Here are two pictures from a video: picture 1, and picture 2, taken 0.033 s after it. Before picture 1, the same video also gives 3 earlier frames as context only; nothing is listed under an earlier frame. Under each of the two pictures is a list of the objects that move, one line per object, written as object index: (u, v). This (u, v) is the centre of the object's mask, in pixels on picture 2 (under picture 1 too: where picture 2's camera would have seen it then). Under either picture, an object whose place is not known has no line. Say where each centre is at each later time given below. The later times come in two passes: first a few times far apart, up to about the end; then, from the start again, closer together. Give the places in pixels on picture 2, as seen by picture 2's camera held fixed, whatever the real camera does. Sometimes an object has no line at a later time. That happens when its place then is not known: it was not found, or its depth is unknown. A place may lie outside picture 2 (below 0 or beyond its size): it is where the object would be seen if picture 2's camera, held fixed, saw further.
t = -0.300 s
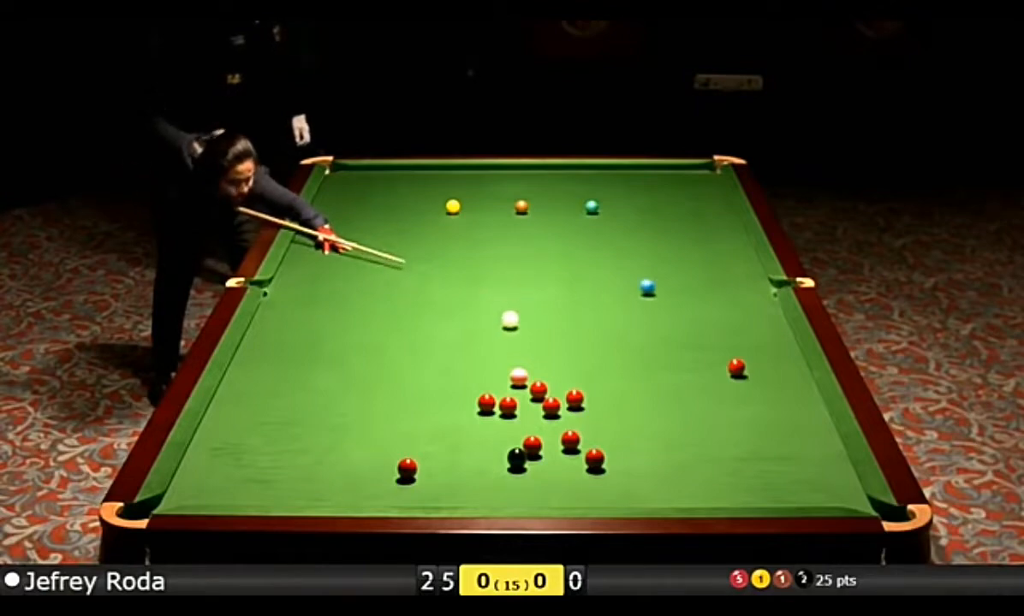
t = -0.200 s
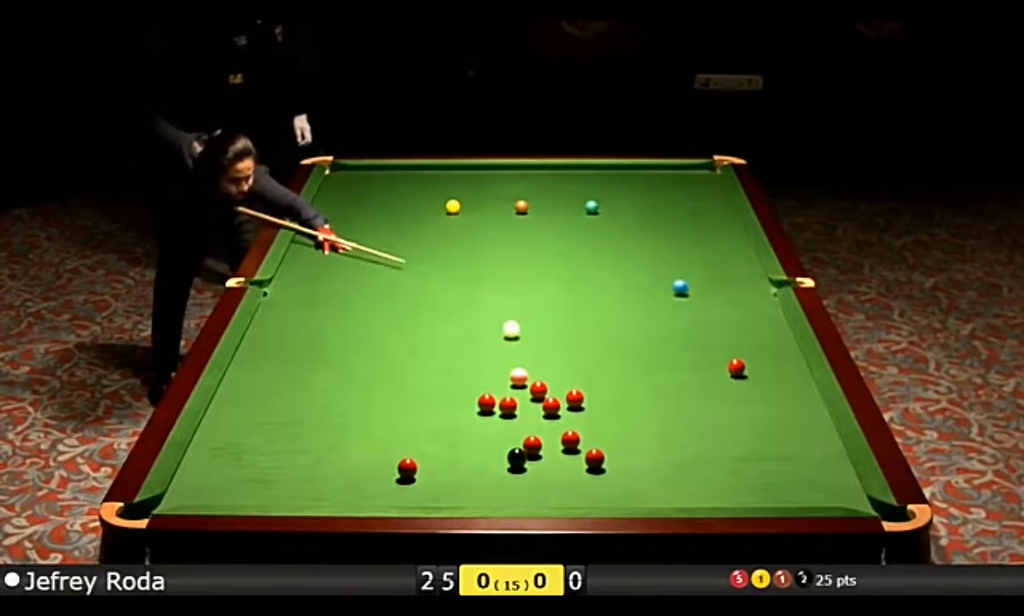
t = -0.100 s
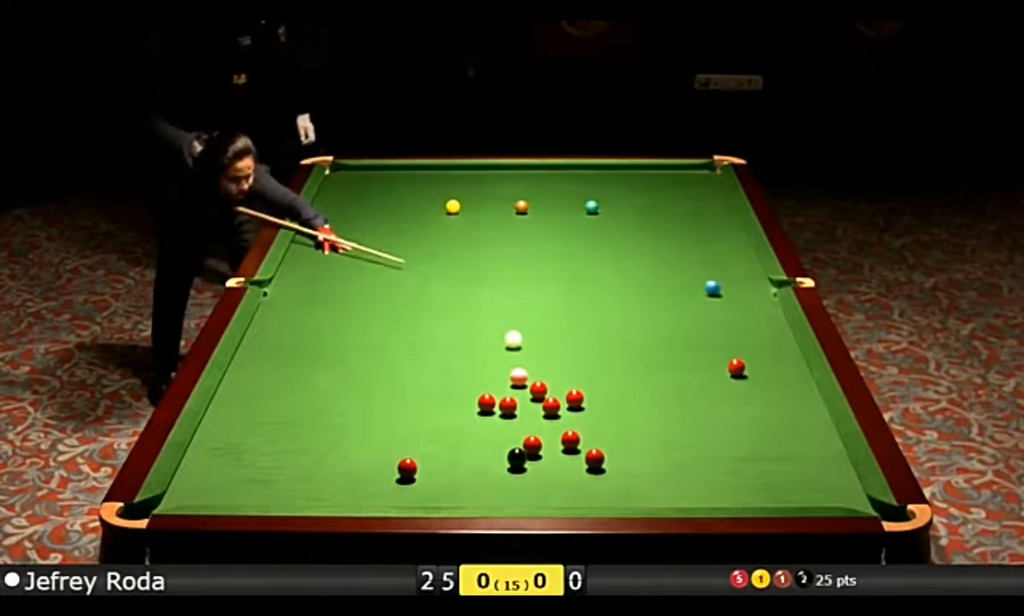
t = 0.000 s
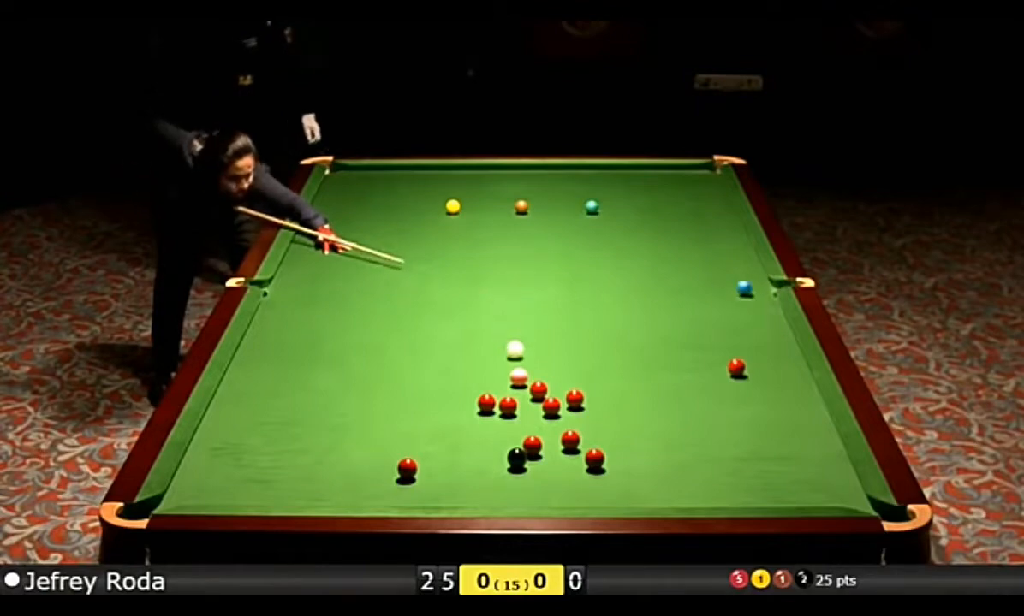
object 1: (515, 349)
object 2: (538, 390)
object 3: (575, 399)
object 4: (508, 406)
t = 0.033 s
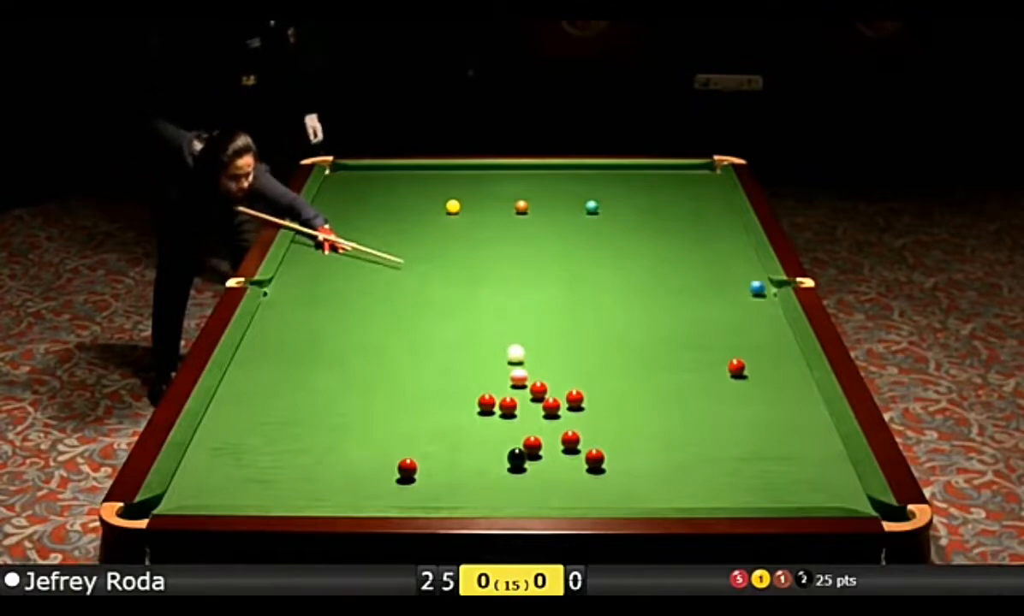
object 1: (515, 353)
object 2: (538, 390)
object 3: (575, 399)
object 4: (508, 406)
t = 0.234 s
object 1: (518, 368)
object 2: (538, 390)
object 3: (575, 399)
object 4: (508, 406)
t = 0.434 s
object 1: (517, 375)
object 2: (547, 391)
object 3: (574, 398)
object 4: (508, 405)
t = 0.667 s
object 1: (515, 380)
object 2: (560, 394)
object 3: (575, 399)
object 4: (504, 411)
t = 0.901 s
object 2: (562, 394)
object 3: (582, 400)
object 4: (497, 420)
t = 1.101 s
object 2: (562, 394)
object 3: (587, 401)
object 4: (493, 426)
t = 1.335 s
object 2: (562, 394)
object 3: (592, 402)
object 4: (487, 435)
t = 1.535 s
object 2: (562, 394)
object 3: (595, 403)
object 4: (482, 441)
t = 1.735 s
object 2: (562, 394)
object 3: (597, 403)
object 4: (478, 447)
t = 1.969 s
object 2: (562, 394)
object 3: (599, 403)
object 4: (474, 453)
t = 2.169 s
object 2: (562, 394)
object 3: (599, 403)
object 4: (471, 458)
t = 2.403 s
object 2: (562, 394)
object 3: (599, 403)
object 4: (467, 464)
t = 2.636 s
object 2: (562, 394)
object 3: (599, 403)
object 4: (464, 468)
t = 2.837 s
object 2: (562, 394)
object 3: (599, 403)
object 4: (461, 471)
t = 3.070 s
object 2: (562, 394)
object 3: (599, 403)
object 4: (460, 474)
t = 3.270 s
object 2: (562, 394)
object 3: (599, 403)
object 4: (459, 477)
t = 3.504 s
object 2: (562, 394)
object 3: (599, 403)
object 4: (458, 479)
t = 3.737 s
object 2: (562, 394)
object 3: (599, 403)
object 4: (458, 481)
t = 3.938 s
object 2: (562, 394)
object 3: (599, 403)
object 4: (458, 481)
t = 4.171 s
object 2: (562, 394)
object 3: (599, 403)
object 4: (458, 482)
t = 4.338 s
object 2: (562, 394)
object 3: (599, 403)
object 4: (458, 482)
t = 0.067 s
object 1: (516, 355)
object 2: (538, 390)
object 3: (575, 399)
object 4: (508, 406)
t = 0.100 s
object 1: (516, 359)
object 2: (538, 390)
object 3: (575, 399)
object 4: (508, 406)
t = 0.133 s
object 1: (517, 361)
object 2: (538, 390)
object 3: (575, 399)
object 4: (508, 406)
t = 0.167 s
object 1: (517, 363)
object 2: (538, 390)
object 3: (575, 399)
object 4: (508, 406)
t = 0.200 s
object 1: (517, 366)
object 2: (538, 390)
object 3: (575, 399)
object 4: (508, 406)
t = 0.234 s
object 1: (518, 368)
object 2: (538, 390)
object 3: (575, 399)
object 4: (508, 406)
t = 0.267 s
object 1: (517, 369)
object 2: (538, 390)
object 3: (575, 399)
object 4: (508, 406)
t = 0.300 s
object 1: (517, 370)
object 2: (539, 390)
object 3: (574, 399)
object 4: (508, 406)
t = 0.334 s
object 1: (517, 372)
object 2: (541, 390)
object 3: (575, 398)
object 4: (508, 406)
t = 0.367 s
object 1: (517, 372)
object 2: (542, 390)
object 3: (575, 399)
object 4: (508, 406)
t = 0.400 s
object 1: (517, 374)
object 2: (544, 391)
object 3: (574, 399)
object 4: (508, 406)
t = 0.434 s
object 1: (517, 375)
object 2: (547, 391)
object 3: (574, 398)
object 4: (508, 405)
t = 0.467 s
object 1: (517, 376)
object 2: (548, 391)
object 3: (575, 399)
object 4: (508, 406)
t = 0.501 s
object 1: (516, 377)
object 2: (550, 391)
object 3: (575, 399)
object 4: (507, 406)
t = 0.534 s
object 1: (516, 377)
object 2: (553, 391)
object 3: (575, 399)
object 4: (507, 408)
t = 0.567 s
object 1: (516, 378)
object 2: (554, 391)
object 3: (575, 399)
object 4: (506, 408)
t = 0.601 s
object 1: (516, 379)
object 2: (556, 392)
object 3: (575, 399)
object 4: (505, 409)
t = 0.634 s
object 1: (516, 380)
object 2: (559, 393)
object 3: (575, 399)
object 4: (504, 411)
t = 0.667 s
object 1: (515, 380)
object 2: (560, 394)
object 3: (575, 399)
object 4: (504, 411)
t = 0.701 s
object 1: (515, 381)
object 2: (561, 394)
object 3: (576, 399)
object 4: (503, 412)
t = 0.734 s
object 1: (515, 382)
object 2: (561, 394)
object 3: (577, 399)
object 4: (502, 415)
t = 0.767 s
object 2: (561, 394)
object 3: (578, 399)
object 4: (501, 415)
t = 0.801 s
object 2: (561, 394)
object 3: (579, 399)
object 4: (500, 416)
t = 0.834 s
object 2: (561, 394)
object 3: (580, 400)
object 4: (499, 418)
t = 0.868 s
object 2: (561, 394)
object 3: (581, 400)
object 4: (498, 418)
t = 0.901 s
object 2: (562, 394)
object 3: (582, 400)
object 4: (497, 420)
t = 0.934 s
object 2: (562, 394)
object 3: (583, 401)
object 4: (496, 422)
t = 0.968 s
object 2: (562, 394)
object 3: (584, 400)
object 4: (496, 423)
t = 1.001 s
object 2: (562, 394)
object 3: (585, 401)
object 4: (495, 424)
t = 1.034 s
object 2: (562, 394)
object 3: (586, 401)
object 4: (494, 425)
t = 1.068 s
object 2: (562, 394)
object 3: (586, 401)
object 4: (494, 425)
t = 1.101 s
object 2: (562, 394)
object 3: (587, 401)
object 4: (493, 426)
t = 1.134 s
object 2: (562, 394)
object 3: (588, 401)
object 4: (492, 428)
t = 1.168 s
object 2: (562, 394)
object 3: (588, 401)
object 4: (491, 429)
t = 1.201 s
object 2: (562, 394)
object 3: (589, 401)
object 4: (490, 431)
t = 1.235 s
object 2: (562, 394)
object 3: (590, 402)
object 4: (489, 432)
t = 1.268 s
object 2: (562, 394)
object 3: (590, 402)
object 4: (489, 432)
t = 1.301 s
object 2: (562, 394)
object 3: (591, 402)
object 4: (488, 434)
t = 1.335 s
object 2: (562, 394)
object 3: (592, 402)
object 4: (487, 435)
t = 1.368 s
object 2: (562, 394)
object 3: (592, 402)
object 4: (486, 435)
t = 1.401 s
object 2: (562, 394)
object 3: (593, 403)
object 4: (486, 436)
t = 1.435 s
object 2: (562, 394)
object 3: (593, 403)
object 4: (485, 438)
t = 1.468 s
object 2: (562, 394)
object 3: (594, 403)
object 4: (484, 438)
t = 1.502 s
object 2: (562, 394)
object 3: (594, 403)
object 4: (483, 439)
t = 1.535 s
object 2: (562, 394)
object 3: (595, 403)
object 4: (482, 441)
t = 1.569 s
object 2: (562, 394)
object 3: (595, 403)
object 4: (481, 443)
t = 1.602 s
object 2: (562, 394)
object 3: (596, 403)
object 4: (480, 444)
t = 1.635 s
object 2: (562, 394)
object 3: (596, 403)
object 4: (480, 444)
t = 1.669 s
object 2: (562, 394)
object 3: (596, 403)
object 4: (479, 445)
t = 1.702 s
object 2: (562, 394)
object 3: (597, 403)
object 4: (479, 447)
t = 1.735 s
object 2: (562, 394)
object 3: (597, 403)
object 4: (478, 447)
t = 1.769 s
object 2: (562, 394)
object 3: (597, 403)
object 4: (478, 448)
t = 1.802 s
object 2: (562, 394)
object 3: (598, 403)
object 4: (477, 449)
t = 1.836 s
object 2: (562, 394)
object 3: (598, 403)
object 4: (476, 450)
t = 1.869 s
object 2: (562, 394)
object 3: (598, 403)
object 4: (476, 451)
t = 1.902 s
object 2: (562, 394)
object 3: (598, 403)
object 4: (475, 452)
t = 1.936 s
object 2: (562, 394)
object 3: (598, 403)
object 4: (475, 452)
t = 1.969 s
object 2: (562, 394)
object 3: (599, 403)
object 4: (474, 453)
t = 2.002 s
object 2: (562, 394)
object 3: (599, 403)
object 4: (473, 454)
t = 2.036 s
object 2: (562, 394)
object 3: (599, 403)
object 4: (473, 455)
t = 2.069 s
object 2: (562, 394)
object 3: (599, 403)
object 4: (472, 455)
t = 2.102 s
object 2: (562, 394)
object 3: (599, 403)
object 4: (472, 456)
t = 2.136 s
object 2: (562, 394)
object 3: (599, 403)
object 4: (471, 457)
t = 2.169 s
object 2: (562, 394)
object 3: (599, 403)
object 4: (471, 458)
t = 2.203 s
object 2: (562, 394)
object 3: (599, 403)
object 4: (470, 459)
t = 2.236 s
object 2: (562, 394)
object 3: (599, 403)
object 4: (470, 460)
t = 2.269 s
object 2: (562, 394)
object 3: (599, 403)
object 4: (469, 460)
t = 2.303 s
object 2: (562, 394)
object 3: (599, 403)
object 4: (468, 462)
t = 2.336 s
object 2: (562, 394)
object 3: (599, 403)
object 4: (468, 462)
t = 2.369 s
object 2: (562, 394)
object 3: (599, 403)
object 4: (468, 462)
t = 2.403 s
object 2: (562, 394)
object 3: (599, 403)
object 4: (467, 464)
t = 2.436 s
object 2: (562, 394)
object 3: (599, 403)
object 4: (466, 464)
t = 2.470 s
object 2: (562, 394)
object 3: (599, 403)
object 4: (466, 465)
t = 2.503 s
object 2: (562, 394)
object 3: (599, 403)
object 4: (465, 465)
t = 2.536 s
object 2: (562, 394)
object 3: (599, 403)
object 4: (465, 466)
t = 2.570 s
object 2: (562, 394)
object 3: (599, 403)
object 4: (464, 467)
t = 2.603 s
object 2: (562, 394)
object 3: (599, 403)
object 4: (464, 467)
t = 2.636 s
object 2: (562, 394)
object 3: (599, 403)
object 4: (464, 468)
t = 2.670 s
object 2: (562, 394)
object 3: (599, 403)
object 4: (463, 468)
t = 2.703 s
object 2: (562, 394)
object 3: (599, 403)
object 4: (463, 469)
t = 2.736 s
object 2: (562, 394)
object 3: (599, 403)
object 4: (463, 470)
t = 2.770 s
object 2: (562, 394)
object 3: (599, 403)
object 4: (462, 470)
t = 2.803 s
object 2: (562, 394)
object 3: (599, 403)
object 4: (462, 471)
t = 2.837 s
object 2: (562, 394)
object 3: (599, 403)
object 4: (461, 471)
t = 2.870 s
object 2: (562, 394)
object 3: (599, 403)
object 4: (461, 472)
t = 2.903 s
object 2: (562, 394)
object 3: (599, 403)
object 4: (461, 472)
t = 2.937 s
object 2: (562, 394)
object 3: (599, 403)
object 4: (461, 472)
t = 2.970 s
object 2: (562, 394)
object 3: (599, 403)
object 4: (460, 473)
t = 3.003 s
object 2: (562, 394)
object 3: (599, 403)
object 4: (460, 474)
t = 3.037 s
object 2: (562, 394)
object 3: (599, 403)
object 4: (460, 474)
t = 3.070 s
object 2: (562, 394)
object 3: (599, 403)
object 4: (460, 474)
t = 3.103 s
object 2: (562, 394)
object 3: (599, 403)
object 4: (459, 475)
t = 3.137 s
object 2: (562, 394)
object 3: (599, 403)
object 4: (459, 475)
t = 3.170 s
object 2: (562, 394)
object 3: (599, 403)
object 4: (459, 476)
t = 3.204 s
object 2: (562, 394)
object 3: (599, 403)
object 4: (459, 476)
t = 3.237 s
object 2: (562, 394)
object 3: (599, 403)
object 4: (459, 476)
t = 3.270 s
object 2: (562, 394)
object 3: (599, 403)
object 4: (459, 477)
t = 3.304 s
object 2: (562, 394)
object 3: (599, 403)
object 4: (459, 477)
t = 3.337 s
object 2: (562, 394)
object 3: (599, 403)
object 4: (458, 478)
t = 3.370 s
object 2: (562, 394)
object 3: (599, 403)
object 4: (458, 478)
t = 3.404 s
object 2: (562, 394)
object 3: (599, 403)
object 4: (458, 478)
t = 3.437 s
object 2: (562, 394)
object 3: (599, 403)
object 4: (458, 479)
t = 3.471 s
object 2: (562, 394)
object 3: (599, 403)
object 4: (458, 479)
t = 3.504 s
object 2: (562, 394)
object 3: (599, 403)
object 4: (458, 479)
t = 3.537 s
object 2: (562, 394)
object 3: (599, 403)
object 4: (458, 480)
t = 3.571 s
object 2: (562, 394)
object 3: (599, 403)
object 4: (458, 479)
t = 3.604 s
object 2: (562, 394)
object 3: (599, 403)
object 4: (458, 480)
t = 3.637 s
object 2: (562, 394)
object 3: (599, 403)
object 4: (458, 480)
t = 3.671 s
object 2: (562, 394)
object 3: (599, 403)
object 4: (458, 480)
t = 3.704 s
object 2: (562, 394)
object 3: (599, 403)
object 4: (458, 480)
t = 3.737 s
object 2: (562, 394)
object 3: (599, 403)
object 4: (458, 481)
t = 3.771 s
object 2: (562, 394)
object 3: (599, 403)
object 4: (458, 481)
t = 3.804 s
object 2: (562, 394)
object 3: (599, 403)
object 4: (458, 481)
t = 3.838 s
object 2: (562, 394)
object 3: (599, 403)
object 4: (458, 481)
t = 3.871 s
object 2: (562, 394)
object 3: (599, 403)
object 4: (458, 481)
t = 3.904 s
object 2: (562, 394)
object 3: (599, 403)
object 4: (458, 481)
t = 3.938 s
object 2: (562, 394)
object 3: (599, 403)
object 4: (458, 481)
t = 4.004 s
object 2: (562, 394)
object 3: (599, 403)
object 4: (458, 481)
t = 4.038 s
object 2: (562, 394)
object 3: (599, 403)
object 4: (458, 481)
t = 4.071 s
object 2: (562, 394)
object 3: (599, 403)
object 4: (458, 481)
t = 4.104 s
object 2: (562, 394)
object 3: (599, 403)
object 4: (458, 482)
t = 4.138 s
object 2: (562, 394)
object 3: (599, 403)
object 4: (458, 482)
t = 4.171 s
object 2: (562, 394)
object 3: (599, 403)
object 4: (458, 482)
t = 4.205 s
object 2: (562, 394)
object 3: (599, 403)
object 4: (458, 482)
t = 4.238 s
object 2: (562, 394)
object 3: (599, 403)
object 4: (458, 482)
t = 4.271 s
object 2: (562, 394)
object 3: (599, 403)
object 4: (458, 482)
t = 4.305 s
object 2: (562, 394)
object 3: (599, 403)
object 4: (458, 482)
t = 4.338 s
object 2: (562, 394)
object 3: (599, 403)
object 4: (458, 482)
